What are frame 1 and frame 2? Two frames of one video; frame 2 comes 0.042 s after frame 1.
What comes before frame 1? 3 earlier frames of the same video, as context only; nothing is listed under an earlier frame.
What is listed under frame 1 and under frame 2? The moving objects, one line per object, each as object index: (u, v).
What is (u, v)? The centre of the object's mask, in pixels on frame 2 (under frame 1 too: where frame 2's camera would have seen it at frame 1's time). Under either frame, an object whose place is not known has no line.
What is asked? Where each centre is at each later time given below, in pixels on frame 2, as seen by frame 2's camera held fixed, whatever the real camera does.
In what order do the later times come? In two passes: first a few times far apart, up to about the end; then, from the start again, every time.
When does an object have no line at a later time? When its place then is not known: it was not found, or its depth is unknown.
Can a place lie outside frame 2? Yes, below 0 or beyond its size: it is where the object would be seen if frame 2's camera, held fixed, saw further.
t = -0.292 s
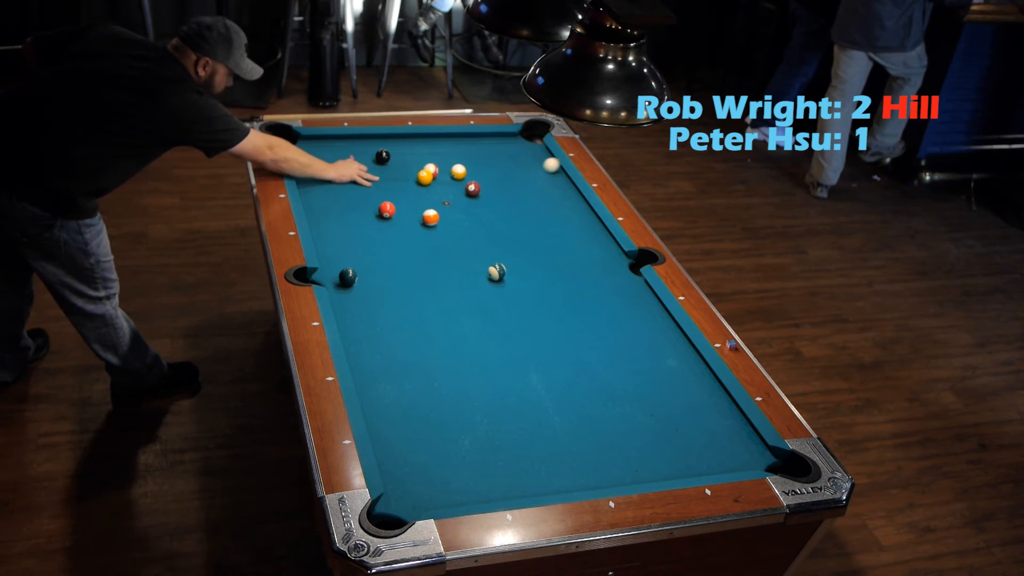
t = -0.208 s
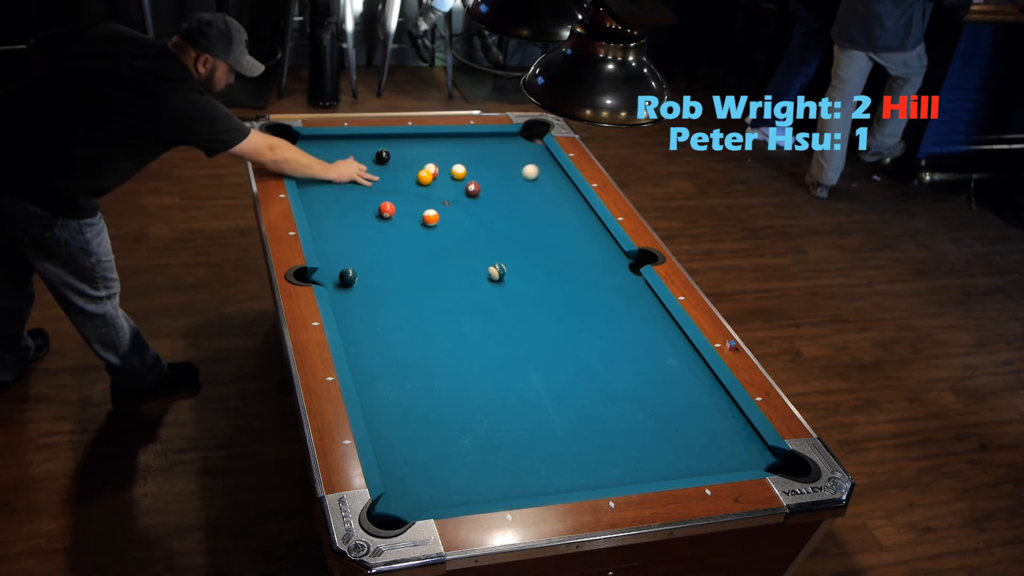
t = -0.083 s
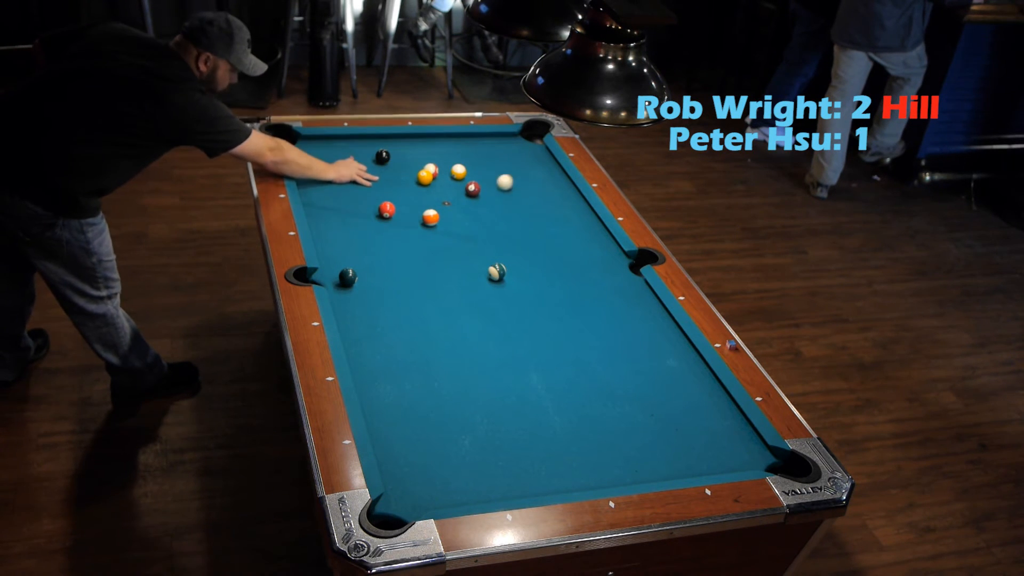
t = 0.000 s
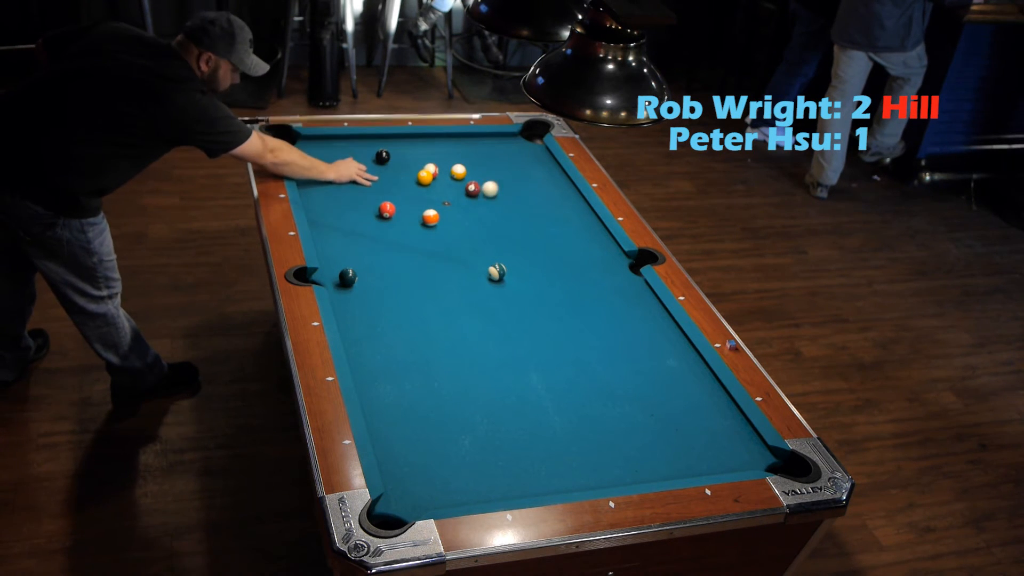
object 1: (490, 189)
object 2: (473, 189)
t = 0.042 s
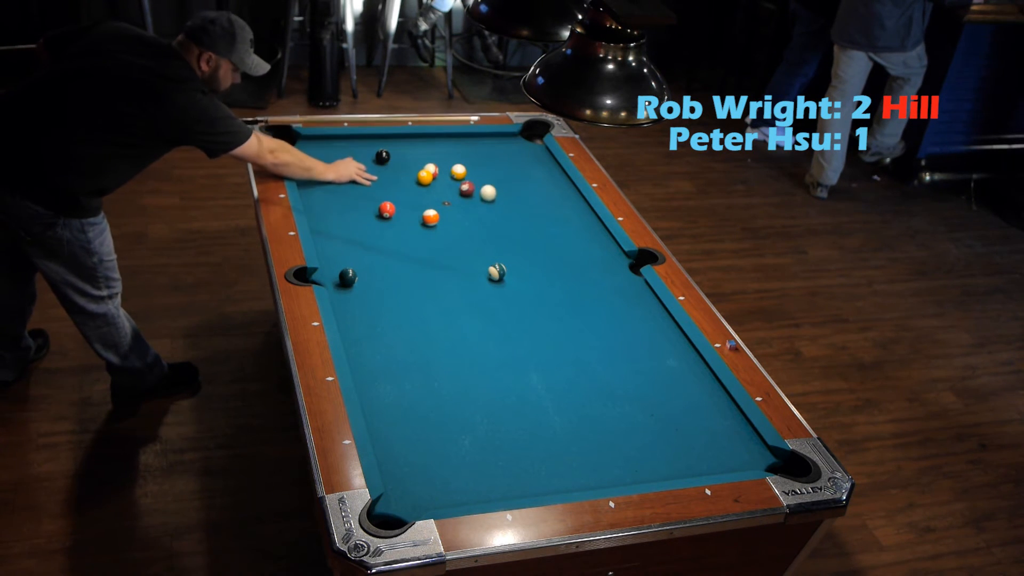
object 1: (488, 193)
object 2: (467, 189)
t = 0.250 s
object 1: (478, 212)
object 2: (438, 187)
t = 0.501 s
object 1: (465, 237)
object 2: (407, 186)
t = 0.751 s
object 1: (450, 263)
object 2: (376, 185)
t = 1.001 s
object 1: (435, 290)
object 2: (347, 183)
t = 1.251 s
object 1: (418, 318)
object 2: (319, 182)
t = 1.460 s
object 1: (404, 343)
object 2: (304, 181)
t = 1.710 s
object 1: (385, 375)
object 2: (317, 179)
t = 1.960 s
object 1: (372, 406)
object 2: (327, 178)
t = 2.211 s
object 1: (392, 426)
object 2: (336, 176)
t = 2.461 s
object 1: (412, 445)
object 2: (343, 175)
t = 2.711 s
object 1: (431, 464)
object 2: (348, 175)
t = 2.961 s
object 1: (449, 483)
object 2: (352, 175)
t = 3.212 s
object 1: (465, 498)
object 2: (354, 175)
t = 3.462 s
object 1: (467, 491)
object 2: (355, 175)
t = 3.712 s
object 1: (467, 484)
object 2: (355, 175)
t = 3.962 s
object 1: (468, 477)
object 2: (355, 175)
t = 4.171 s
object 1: (468, 473)
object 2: (355, 175)
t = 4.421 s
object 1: (468, 469)
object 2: (355, 175)
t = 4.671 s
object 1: (468, 467)
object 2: (355, 175)
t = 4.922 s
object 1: (468, 467)
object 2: (355, 175)
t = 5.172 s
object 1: (468, 467)
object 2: (355, 175)
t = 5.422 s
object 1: (468, 467)
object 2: (355, 175)
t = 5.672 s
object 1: (468, 467)
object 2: (355, 175)
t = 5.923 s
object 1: (468, 467)
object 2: (355, 175)
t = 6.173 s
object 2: (355, 175)
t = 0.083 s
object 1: (487, 197)
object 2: (460, 189)
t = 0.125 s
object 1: (485, 200)
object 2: (455, 188)
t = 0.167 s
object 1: (483, 204)
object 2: (449, 188)
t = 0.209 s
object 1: (481, 208)
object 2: (444, 188)
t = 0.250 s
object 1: (478, 212)
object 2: (438, 187)
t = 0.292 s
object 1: (476, 216)
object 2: (434, 188)
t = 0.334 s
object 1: (474, 220)
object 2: (428, 188)
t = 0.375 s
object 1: (472, 224)
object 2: (423, 187)
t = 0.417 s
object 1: (469, 228)
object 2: (417, 187)
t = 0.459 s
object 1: (467, 233)
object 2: (412, 186)
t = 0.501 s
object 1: (465, 237)
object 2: (407, 186)
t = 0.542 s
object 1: (462, 241)
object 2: (402, 186)
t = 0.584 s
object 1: (460, 245)
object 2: (396, 185)
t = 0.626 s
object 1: (458, 249)
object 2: (391, 185)
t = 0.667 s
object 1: (455, 254)
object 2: (386, 185)
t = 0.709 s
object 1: (453, 258)
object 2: (381, 185)
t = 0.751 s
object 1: (450, 263)
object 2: (376, 185)
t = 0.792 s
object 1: (448, 267)
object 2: (371, 185)
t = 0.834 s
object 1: (445, 271)
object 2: (366, 184)
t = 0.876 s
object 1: (443, 276)
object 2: (361, 184)
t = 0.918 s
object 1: (440, 280)
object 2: (356, 185)
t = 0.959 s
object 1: (437, 285)
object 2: (352, 182)
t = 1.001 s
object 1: (435, 290)
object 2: (347, 183)
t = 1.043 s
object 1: (432, 295)
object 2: (342, 183)
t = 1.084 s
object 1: (429, 299)
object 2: (337, 183)
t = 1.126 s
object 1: (427, 304)
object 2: (333, 183)
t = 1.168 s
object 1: (424, 309)
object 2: (328, 182)
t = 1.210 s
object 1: (421, 313)
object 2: (324, 182)
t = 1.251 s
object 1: (418, 318)
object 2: (319, 182)
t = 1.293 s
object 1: (415, 323)
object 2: (315, 182)
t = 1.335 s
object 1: (413, 328)
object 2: (311, 181)
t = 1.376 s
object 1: (409, 333)
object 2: (306, 181)
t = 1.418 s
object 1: (407, 339)
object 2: (303, 181)
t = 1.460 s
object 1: (404, 343)
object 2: (304, 181)
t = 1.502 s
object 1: (401, 349)
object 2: (306, 180)
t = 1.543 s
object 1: (398, 354)
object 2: (308, 180)
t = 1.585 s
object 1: (395, 359)
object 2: (311, 180)
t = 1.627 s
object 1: (391, 364)
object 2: (313, 180)
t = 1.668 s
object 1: (388, 370)
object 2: (315, 179)
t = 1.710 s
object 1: (385, 375)
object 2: (317, 179)
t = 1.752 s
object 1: (382, 380)
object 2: (318, 179)
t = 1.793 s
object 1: (379, 386)
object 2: (320, 179)
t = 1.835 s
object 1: (375, 391)
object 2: (322, 178)
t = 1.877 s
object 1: (372, 397)
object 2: (324, 178)
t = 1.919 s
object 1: (369, 402)
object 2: (326, 178)
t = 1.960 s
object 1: (372, 406)
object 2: (327, 178)
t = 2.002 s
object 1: (375, 409)
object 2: (329, 177)
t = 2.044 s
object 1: (379, 413)
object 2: (331, 177)
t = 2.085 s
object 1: (382, 416)
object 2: (332, 177)
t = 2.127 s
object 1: (385, 419)
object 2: (333, 177)
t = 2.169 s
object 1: (389, 423)
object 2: (335, 176)
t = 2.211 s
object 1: (392, 426)
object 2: (336, 176)
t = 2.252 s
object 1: (395, 429)
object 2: (337, 176)
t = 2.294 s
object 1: (399, 432)
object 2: (338, 176)
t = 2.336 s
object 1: (402, 436)
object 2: (340, 176)
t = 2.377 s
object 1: (405, 439)
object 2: (341, 176)
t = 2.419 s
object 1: (408, 442)
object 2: (342, 175)
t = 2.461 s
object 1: (412, 445)
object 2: (343, 175)
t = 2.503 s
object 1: (415, 448)
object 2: (344, 175)
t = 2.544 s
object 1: (418, 452)
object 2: (345, 175)
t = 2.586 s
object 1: (421, 455)
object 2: (346, 175)
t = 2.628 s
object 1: (424, 458)
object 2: (347, 175)
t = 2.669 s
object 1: (427, 461)
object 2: (348, 175)
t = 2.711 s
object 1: (431, 464)
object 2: (348, 175)
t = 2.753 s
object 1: (434, 467)
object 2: (349, 175)
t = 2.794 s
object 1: (437, 471)
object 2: (350, 175)
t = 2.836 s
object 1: (440, 474)
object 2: (350, 175)
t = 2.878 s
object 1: (443, 477)
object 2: (351, 175)
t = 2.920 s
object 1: (446, 480)
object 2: (351, 175)
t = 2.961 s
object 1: (449, 483)
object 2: (352, 175)
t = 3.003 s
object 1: (452, 486)
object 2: (352, 175)
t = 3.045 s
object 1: (454, 489)
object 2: (353, 175)
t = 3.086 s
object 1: (457, 492)
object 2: (353, 175)
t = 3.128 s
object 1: (460, 494)
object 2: (353, 175)
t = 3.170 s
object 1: (463, 496)
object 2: (354, 175)
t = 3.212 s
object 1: (465, 498)
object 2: (354, 175)
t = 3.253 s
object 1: (466, 497)
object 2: (354, 175)
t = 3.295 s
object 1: (466, 496)
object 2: (354, 175)
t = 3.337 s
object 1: (466, 495)
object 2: (354, 175)
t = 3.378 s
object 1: (467, 494)
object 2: (355, 175)
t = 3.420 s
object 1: (467, 493)
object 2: (355, 175)
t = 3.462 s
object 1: (467, 491)
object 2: (355, 175)
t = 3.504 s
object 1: (467, 490)
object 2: (355, 175)
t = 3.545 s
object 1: (468, 489)
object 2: (355, 175)
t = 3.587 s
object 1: (467, 488)
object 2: (355, 175)
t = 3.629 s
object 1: (468, 486)
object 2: (355, 175)
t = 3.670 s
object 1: (468, 485)
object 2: (355, 175)
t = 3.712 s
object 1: (467, 484)
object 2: (355, 175)
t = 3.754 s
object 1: (468, 483)
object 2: (355, 175)
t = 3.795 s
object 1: (468, 481)
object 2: (355, 175)
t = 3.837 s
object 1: (468, 480)
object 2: (355, 175)
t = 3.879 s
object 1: (468, 479)
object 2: (355, 175)
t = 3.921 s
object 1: (468, 478)
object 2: (355, 175)
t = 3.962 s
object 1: (468, 477)
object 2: (355, 175)
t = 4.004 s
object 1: (468, 476)
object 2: (355, 175)
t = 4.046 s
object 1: (468, 475)
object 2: (355, 175)
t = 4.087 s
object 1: (468, 474)
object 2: (355, 175)
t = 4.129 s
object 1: (468, 474)
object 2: (355, 175)
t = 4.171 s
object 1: (468, 473)
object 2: (355, 175)
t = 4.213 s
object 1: (468, 472)
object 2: (355, 175)
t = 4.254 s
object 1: (468, 472)
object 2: (355, 175)
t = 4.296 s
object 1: (468, 471)
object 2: (355, 175)
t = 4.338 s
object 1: (468, 470)
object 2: (355, 175)
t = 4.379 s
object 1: (468, 470)
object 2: (355, 175)
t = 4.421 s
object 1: (468, 469)
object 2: (355, 175)
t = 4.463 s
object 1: (468, 469)
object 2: (355, 175)
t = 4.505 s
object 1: (468, 468)
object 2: (355, 175)
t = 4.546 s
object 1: (468, 468)
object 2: (355, 175)
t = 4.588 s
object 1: (468, 468)
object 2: (355, 175)
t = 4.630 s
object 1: (468, 467)
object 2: (355, 175)
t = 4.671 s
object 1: (468, 467)
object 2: (355, 175)
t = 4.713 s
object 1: (468, 467)
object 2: (355, 175)
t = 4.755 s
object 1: (468, 467)
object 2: (355, 175)
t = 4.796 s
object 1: (468, 467)
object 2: (355, 175)
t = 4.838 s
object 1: (468, 467)
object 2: (355, 175)
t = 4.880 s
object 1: (468, 467)
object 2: (355, 175)
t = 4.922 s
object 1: (468, 467)
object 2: (355, 175)
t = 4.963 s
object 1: (468, 467)
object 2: (355, 175)
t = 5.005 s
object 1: (468, 467)
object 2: (355, 175)
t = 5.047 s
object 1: (468, 467)
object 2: (355, 175)
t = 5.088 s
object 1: (468, 467)
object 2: (355, 175)
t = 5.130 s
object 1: (468, 467)
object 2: (355, 175)
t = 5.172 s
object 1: (468, 467)
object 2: (355, 175)
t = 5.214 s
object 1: (468, 467)
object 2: (355, 175)
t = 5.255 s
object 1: (468, 467)
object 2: (355, 175)
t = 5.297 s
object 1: (468, 467)
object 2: (355, 175)
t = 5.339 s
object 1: (468, 467)
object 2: (355, 175)
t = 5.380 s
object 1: (468, 467)
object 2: (355, 175)
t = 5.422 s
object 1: (468, 467)
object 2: (355, 175)
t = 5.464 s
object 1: (468, 467)
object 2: (355, 175)
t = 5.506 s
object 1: (468, 467)
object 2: (355, 175)
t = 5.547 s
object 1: (468, 467)
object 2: (355, 175)
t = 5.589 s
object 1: (468, 467)
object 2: (355, 175)
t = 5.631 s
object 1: (468, 467)
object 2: (355, 175)
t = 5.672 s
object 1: (468, 467)
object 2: (355, 175)
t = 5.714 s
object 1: (468, 467)
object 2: (355, 175)
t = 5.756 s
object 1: (468, 467)
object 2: (355, 175)
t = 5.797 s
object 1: (468, 467)
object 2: (355, 175)
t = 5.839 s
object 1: (468, 467)
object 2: (355, 175)
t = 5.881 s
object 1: (468, 467)
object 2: (355, 175)
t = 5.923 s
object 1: (468, 467)
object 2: (355, 175)
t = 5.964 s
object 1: (469, 467)
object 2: (355, 175)
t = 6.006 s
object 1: (469, 467)
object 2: (355, 175)
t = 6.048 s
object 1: (471, 465)
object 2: (355, 175)
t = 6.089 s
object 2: (355, 175)
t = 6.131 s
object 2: (355, 175)
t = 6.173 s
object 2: (355, 175)
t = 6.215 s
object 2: (355, 175)
